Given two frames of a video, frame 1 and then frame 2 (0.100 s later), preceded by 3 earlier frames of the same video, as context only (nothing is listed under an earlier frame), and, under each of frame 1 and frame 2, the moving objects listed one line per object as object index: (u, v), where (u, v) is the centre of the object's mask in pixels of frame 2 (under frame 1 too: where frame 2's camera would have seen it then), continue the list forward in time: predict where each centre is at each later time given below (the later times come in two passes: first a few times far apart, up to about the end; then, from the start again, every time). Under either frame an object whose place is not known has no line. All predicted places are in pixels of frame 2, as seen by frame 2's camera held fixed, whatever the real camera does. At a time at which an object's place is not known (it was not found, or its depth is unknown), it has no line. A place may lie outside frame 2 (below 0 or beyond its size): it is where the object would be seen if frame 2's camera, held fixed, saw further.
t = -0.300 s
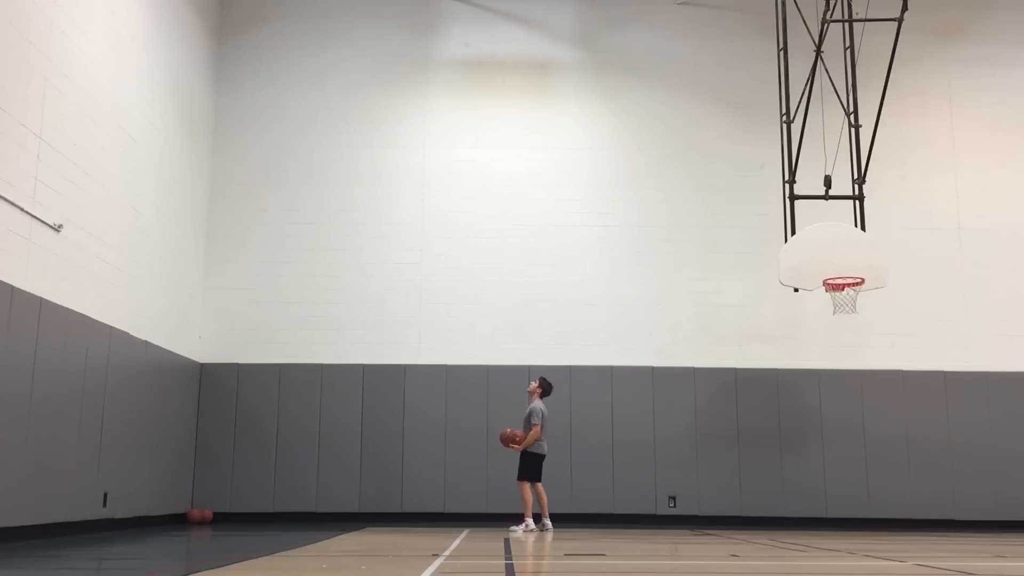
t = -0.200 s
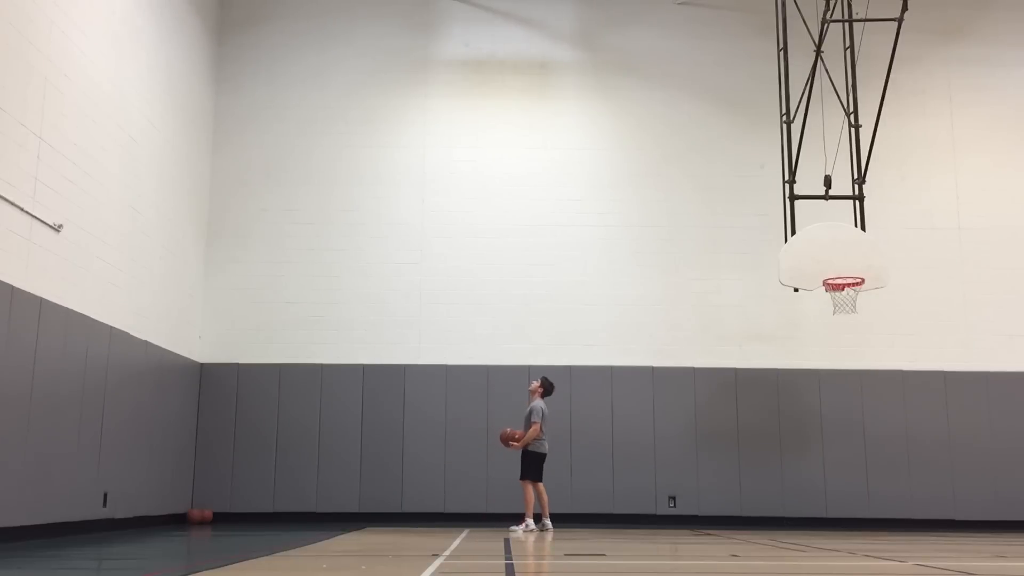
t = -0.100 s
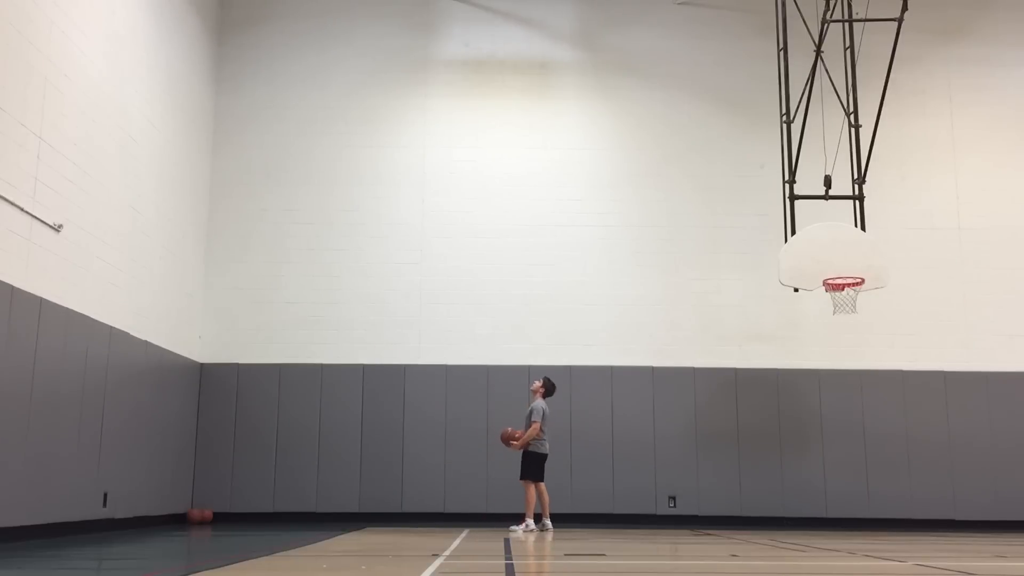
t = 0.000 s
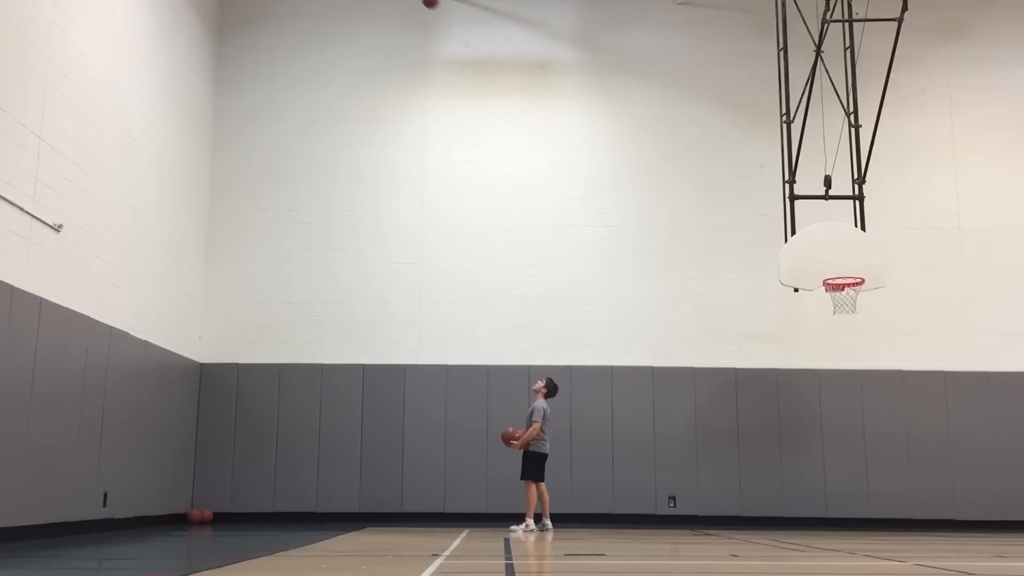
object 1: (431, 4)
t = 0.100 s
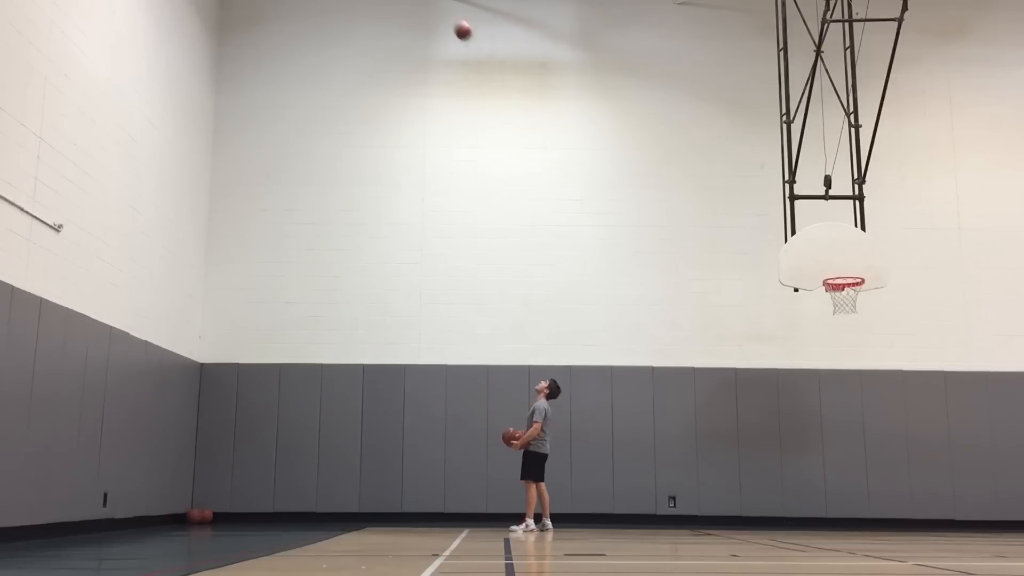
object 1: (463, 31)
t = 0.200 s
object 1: (496, 69)
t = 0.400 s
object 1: (563, 168)
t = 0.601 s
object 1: (635, 298)
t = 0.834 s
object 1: (727, 495)
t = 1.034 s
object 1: (753, 417)
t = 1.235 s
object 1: (767, 321)
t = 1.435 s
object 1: (783, 260)
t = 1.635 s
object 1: (799, 232)
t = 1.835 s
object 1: (818, 234)
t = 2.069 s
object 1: (841, 272)
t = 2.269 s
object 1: (855, 297)
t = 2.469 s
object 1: (846, 316)
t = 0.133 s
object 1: (474, 43)
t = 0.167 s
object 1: (484, 56)
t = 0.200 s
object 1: (496, 69)
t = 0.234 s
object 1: (506, 84)
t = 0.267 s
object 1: (517, 98)
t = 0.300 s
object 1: (529, 115)
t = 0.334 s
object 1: (541, 132)
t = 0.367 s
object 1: (552, 149)
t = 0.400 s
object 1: (563, 168)
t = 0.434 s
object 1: (575, 188)
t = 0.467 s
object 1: (586, 208)
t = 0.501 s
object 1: (599, 229)
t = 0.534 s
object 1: (610, 251)
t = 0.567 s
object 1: (622, 274)
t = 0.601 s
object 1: (635, 298)
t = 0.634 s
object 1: (647, 323)
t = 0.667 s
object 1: (660, 349)
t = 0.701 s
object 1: (673, 378)
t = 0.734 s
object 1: (686, 405)
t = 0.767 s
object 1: (700, 434)
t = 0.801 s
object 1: (713, 464)
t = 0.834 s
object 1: (727, 495)
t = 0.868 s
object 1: (741, 524)
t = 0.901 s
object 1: (743, 502)
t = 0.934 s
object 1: (745, 479)
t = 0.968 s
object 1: (748, 457)
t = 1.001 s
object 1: (751, 436)
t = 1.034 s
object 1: (753, 417)
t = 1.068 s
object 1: (755, 400)
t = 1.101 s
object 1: (757, 383)
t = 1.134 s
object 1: (759, 366)
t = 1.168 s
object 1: (762, 349)
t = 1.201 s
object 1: (764, 335)
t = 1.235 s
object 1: (767, 321)
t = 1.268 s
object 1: (769, 309)
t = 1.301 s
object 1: (772, 297)
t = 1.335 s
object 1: (775, 287)
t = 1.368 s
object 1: (777, 277)
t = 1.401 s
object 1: (780, 269)
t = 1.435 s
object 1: (783, 260)
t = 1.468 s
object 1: (786, 254)
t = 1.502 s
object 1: (788, 248)
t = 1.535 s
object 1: (791, 242)
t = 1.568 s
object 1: (794, 238)
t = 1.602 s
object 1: (797, 234)
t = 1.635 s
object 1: (799, 232)
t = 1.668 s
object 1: (802, 230)
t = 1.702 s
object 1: (805, 229)
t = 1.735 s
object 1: (809, 229)
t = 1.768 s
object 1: (812, 229)
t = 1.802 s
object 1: (815, 231)
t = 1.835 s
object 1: (818, 234)
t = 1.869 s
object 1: (821, 237)
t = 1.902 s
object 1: (824, 241)
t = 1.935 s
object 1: (827, 246)
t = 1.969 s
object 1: (831, 252)
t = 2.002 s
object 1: (834, 258)
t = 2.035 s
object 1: (837, 266)
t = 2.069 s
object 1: (841, 272)
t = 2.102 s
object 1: (845, 273)
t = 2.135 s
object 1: (850, 282)
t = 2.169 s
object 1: (854, 287)
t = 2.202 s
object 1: (856, 292)
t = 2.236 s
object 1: (856, 296)
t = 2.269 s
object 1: (855, 297)
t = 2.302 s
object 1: (853, 299)
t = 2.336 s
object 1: (852, 301)
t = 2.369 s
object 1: (851, 304)
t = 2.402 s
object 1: (849, 307)
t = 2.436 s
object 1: (847, 312)
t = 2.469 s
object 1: (846, 316)
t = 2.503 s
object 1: (844, 322)
